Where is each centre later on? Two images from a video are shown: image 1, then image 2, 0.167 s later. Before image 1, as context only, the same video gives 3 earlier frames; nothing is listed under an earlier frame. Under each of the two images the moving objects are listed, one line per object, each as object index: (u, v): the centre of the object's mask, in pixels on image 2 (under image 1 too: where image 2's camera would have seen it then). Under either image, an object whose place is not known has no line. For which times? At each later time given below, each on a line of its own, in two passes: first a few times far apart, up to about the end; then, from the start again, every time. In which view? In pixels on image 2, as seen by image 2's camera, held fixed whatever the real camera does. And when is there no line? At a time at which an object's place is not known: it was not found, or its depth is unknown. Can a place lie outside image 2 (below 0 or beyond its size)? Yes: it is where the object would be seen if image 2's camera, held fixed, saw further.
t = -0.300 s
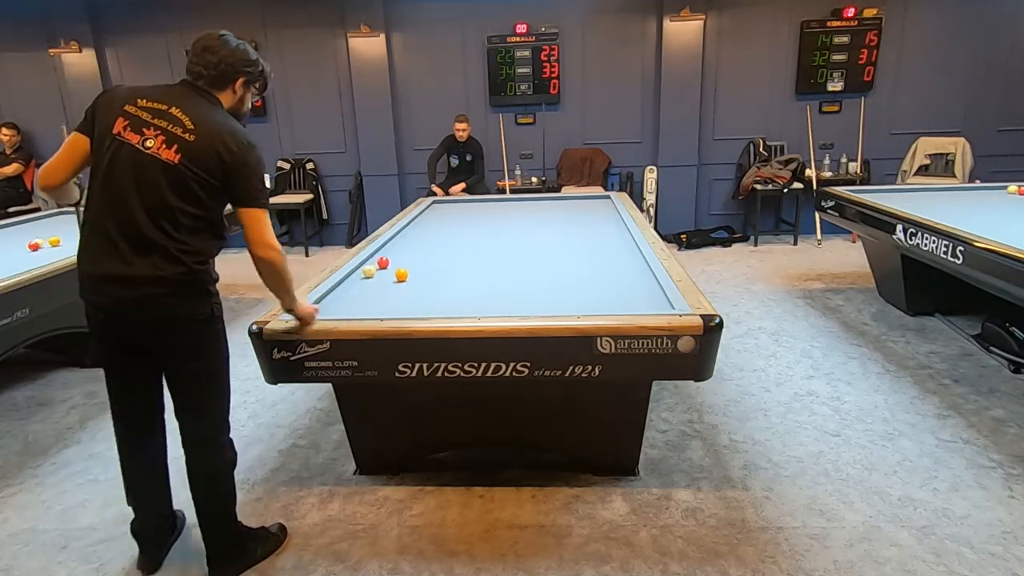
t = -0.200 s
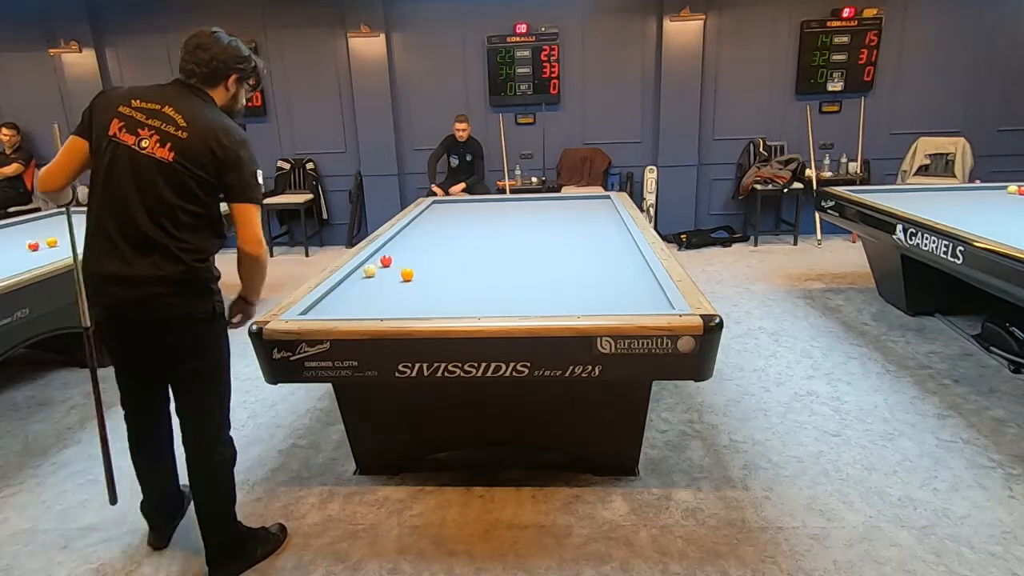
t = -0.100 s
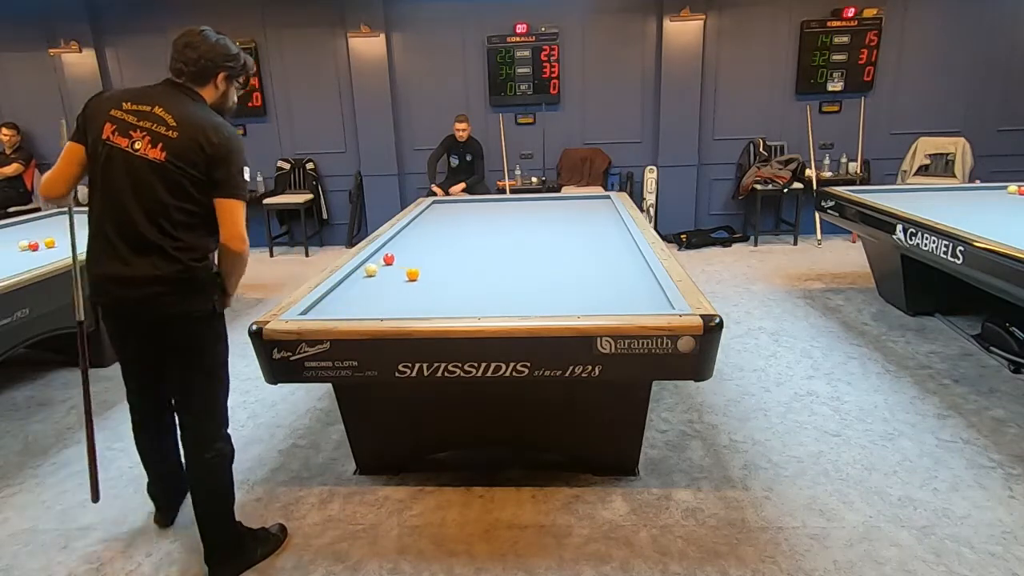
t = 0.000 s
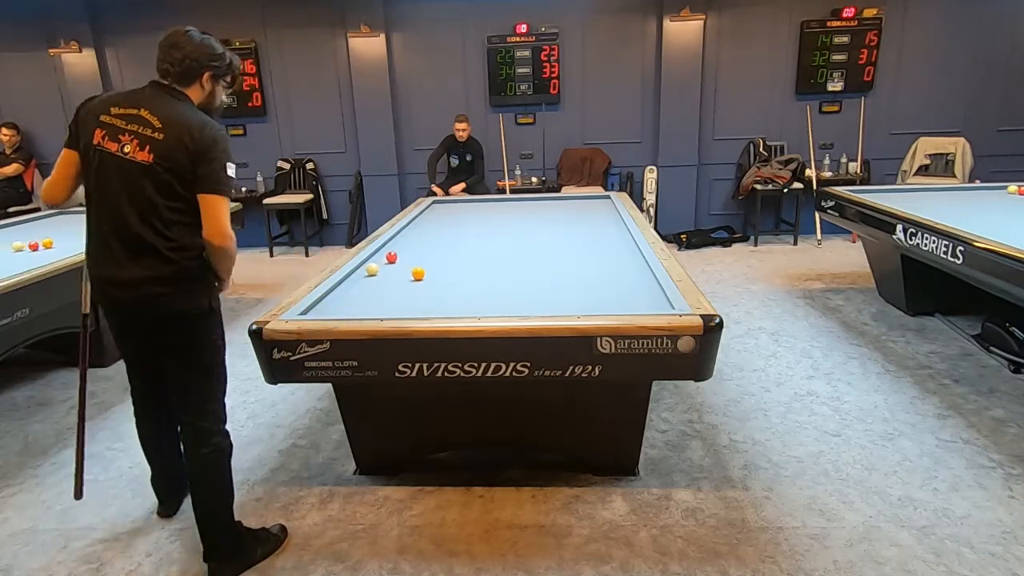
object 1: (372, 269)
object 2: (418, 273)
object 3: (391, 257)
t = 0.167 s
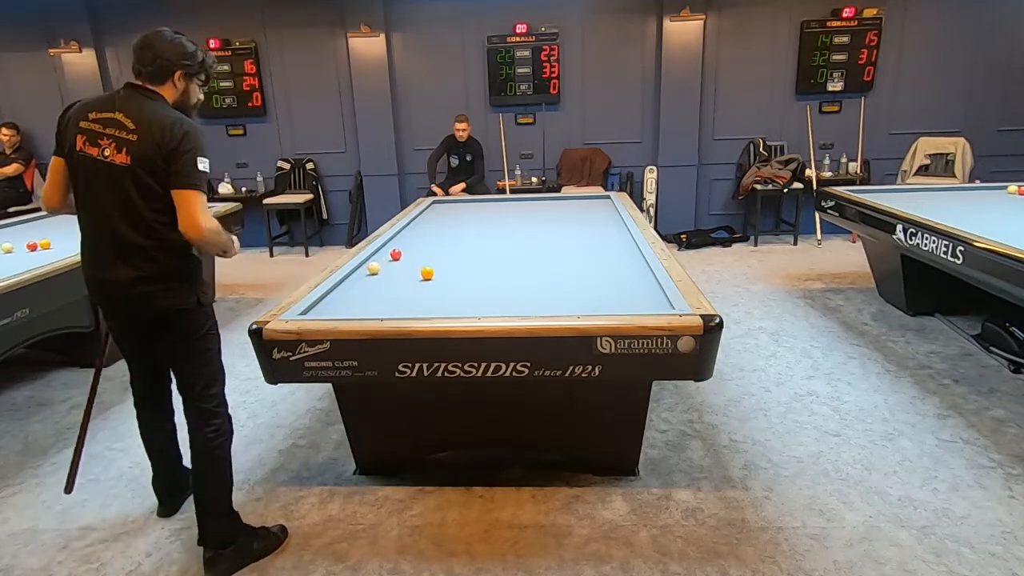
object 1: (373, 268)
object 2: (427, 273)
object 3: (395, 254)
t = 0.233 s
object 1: (374, 268)
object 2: (430, 273)
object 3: (397, 253)
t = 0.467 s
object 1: (376, 267)
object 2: (442, 272)
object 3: (402, 249)
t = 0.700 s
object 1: (378, 265)
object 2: (454, 271)
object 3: (407, 246)
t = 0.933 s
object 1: (379, 264)
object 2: (464, 270)
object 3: (412, 243)
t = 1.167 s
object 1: (381, 264)
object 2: (474, 270)
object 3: (416, 241)
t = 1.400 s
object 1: (383, 263)
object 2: (484, 269)
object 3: (419, 238)
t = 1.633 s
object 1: (384, 262)
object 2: (493, 269)
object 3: (423, 236)
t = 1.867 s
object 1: (385, 262)
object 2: (501, 268)
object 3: (426, 233)
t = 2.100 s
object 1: (386, 261)
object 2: (509, 268)
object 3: (429, 231)
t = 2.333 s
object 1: (386, 261)
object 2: (516, 268)
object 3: (432, 229)
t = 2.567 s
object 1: (387, 261)
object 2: (523, 267)
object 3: (434, 228)
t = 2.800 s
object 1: (386, 261)
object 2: (529, 267)
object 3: (436, 226)
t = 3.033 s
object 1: (386, 261)
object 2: (535, 266)
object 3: (439, 224)
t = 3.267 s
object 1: (386, 261)
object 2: (539, 266)
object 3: (441, 223)
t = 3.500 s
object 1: (386, 261)
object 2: (544, 266)
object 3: (443, 222)
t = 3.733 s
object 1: (386, 261)
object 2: (548, 266)
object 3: (444, 220)
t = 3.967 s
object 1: (386, 261)
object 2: (551, 265)
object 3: (446, 219)
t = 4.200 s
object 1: (386, 261)
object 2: (554, 265)
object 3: (447, 218)
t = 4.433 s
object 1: (386, 261)
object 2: (557, 265)
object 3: (448, 218)
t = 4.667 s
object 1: (387, 261)
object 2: (558, 265)
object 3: (449, 217)
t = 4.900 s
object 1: (387, 261)
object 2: (560, 265)
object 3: (450, 216)
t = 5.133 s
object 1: (387, 261)
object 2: (560, 265)
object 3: (451, 216)
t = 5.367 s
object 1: (387, 261)
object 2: (560, 265)
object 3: (451, 215)
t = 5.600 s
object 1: (387, 261)
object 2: (561, 265)
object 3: (452, 215)
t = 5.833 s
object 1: (387, 261)
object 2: (561, 265)
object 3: (453, 214)
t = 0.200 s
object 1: (373, 268)
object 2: (429, 273)
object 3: (396, 253)
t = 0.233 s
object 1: (374, 268)
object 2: (430, 273)
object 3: (397, 253)
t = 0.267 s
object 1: (374, 268)
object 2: (432, 272)
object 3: (398, 253)
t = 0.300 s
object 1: (374, 268)
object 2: (434, 272)
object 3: (399, 252)
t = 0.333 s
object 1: (375, 267)
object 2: (435, 272)
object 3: (399, 252)
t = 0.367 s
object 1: (375, 267)
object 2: (437, 272)
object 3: (400, 251)
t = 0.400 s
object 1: (376, 267)
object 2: (439, 272)
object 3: (401, 250)
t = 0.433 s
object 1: (376, 267)
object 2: (440, 272)
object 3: (402, 250)
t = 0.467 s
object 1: (376, 267)
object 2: (442, 272)
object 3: (402, 249)
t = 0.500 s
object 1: (377, 266)
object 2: (444, 272)
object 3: (403, 249)
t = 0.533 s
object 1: (377, 266)
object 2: (445, 272)
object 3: (404, 249)
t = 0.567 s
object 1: (377, 266)
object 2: (447, 271)
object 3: (405, 248)
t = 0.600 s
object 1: (377, 266)
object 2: (448, 272)
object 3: (405, 248)
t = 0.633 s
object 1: (377, 266)
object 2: (450, 271)
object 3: (406, 247)
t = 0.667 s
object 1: (378, 265)
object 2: (452, 271)
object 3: (406, 247)
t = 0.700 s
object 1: (378, 265)
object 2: (454, 271)
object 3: (407, 246)
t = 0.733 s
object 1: (378, 265)
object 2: (455, 271)
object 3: (408, 246)
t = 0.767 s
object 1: (378, 265)
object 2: (456, 271)
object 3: (408, 246)
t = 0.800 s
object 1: (378, 265)
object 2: (458, 271)
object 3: (409, 245)
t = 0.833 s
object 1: (379, 265)
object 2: (460, 271)
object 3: (410, 245)
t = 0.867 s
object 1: (379, 264)
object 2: (461, 271)
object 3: (410, 244)
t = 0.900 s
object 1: (379, 264)
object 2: (463, 271)
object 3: (411, 244)
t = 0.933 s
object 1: (379, 264)
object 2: (464, 270)
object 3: (412, 243)
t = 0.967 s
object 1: (380, 264)
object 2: (466, 270)
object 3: (412, 243)
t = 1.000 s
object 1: (380, 264)
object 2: (467, 270)
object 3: (413, 242)
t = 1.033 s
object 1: (380, 264)
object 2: (469, 270)
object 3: (413, 242)
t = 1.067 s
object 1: (380, 264)
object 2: (470, 270)
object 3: (414, 242)
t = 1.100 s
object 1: (381, 264)
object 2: (471, 270)
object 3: (415, 241)
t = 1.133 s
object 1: (381, 263)
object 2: (473, 270)
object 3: (415, 241)
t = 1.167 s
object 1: (381, 264)
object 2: (474, 270)
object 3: (416, 241)
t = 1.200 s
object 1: (381, 263)
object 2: (476, 270)
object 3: (416, 240)
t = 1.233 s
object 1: (382, 263)
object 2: (477, 270)
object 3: (417, 240)
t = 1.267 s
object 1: (382, 263)
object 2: (479, 270)
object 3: (417, 239)
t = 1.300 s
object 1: (382, 263)
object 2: (480, 270)
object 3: (418, 239)
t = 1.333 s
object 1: (382, 263)
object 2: (481, 270)
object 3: (418, 239)
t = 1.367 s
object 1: (382, 263)
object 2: (483, 269)
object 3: (419, 238)
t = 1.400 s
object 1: (383, 263)
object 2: (484, 269)
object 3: (419, 238)
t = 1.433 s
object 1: (383, 263)
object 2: (485, 269)
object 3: (420, 238)
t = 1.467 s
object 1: (383, 262)
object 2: (486, 269)
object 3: (420, 237)
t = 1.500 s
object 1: (383, 262)
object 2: (488, 269)
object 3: (421, 237)
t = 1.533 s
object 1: (383, 262)
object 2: (489, 269)
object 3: (421, 236)
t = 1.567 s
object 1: (384, 262)
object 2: (490, 269)
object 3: (422, 236)
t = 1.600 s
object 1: (384, 262)
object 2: (491, 269)
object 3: (422, 236)
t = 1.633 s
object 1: (384, 262)
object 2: (493, 269)
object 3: (423, 236)
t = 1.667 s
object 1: (384, 262)
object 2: (494, 269)
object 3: (423, 235)
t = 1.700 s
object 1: (384, 262)
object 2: (495, 269)
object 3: (424, 235)
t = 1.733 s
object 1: (384, 262)
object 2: (496, 269)
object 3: (424, 235)
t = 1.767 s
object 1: (385, 262)
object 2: (498, 269)
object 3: (425, 234)
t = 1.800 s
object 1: (385, 262)
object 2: (499, 269)
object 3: (425, 234)
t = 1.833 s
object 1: (385, 262)
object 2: (500, 269)
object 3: (425, 234)
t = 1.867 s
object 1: (385, 262)
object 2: (501, 268)
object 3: (426, 233)
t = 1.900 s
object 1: (385, 262)
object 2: (502, 269)
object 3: (426, 233)
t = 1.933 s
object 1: (385, 262)
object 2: (503, 268)
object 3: (427, 233)
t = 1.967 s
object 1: (385, 262)
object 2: (504, 268)
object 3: (427, 232)
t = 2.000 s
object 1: (385, 262)
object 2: (505, 268)
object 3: (427, 232)
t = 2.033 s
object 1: (386, 261)
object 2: (507, 268)
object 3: (428, 232)
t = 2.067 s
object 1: (386, 261)
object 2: (508, 268)
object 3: (428, 231)
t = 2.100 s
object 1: (386, 261)
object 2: (509, 268)
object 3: (429, 231)
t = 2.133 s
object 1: (386, 261)
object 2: (510, 268)
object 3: (429, 231)
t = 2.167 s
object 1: (386, 261)
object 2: (511, 268)
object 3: (430, 231)
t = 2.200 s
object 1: (386, 261)
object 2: (512, 268)
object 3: (430, 230)
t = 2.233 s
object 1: (386, 261)
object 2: (513, 268)
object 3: (430, 230)
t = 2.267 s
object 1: (386, 261)
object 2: (514, 268)
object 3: (431, 230)
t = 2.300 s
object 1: (386, 261)
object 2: (515, 268)
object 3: (431, 229)
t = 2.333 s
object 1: (386, 261)
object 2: (516, 268)
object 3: (432, 229)
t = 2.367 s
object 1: (387, 261)
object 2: (517, 267)
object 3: (432, 229)
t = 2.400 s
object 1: (386, 261)
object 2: (518, 267)
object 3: (432, 229)
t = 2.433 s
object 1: (387, 261)
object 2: (519, 267)
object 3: (433, 229)
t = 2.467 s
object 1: (387, 261)
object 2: (520, 267)
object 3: (433, 228)
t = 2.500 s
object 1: (387, 261)
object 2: (521, 267)
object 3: (433, 228)
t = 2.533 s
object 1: (387, 261)
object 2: (522, 267)
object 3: (434, 228)
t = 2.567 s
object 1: (387, 261)
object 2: (523, 267)
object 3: (434, 228)
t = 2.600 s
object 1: (387, 261)
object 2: (524, 267)
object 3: (435, 227)
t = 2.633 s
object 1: (387, 261)
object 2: (525, 267)
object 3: (435, 227)
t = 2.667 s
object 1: (387, 261)
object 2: (526, 267)
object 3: (435, 227)
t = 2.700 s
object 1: (386, 261)
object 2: (526, 267)
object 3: (435, 227)
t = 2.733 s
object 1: (386, 261)
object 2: (527, 267)
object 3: (436, 226)
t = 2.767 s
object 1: (386, 261)
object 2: (528, 267)
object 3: (436, 226)
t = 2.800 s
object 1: (386, 261)
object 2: (529, 267)
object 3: (436, 226)
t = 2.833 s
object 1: (386, 261)
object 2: (530, 267)
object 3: (437, 226)
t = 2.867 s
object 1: (386, 261)
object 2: (531, 267)
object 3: (437, 226)
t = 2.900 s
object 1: (386, 261)
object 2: (532, 267)
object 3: (438, 225)
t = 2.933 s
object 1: (386, 261)
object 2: (532, 266)
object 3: (438, 225)
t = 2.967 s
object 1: (386, 261)
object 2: (533, 267)
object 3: (438, 225)
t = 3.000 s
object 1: (386, 261)
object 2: (534, 266)
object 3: (439, 225)
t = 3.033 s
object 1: (386, 261)
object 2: (535, 266)
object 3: (439, 224)
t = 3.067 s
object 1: (386, 261)
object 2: (535, 266)
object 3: (439, 224)
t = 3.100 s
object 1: (386, 261)
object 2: (536, 266)
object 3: (440, 224)
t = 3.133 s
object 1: (386, 261)
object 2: (537, 266)
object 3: (440, 224)
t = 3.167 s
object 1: (386, 261)
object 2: (537, 266)
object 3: (440, 224)
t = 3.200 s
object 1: (386, 261)
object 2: (538, 266)
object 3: (440, 223)
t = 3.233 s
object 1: (386, 261)
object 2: (539, 266)
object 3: (440, 223)
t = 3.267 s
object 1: (386, 261)
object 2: (539, 266)
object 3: (441, 223)
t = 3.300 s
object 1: (386, 261)
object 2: (540, 266)
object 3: (441, 223)
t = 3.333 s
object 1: (386, 261)
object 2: (541, 266)
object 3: (441, 222)
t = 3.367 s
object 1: (386, 261)
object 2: (541, 266)
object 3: (442, 222)
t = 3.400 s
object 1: (386, 261)
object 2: (542, 266)
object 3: (442, 222)
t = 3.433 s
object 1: (386, 261)
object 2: (543, 266)
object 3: (442, 222)
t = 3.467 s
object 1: (386, 261)
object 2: (543, 266)
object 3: (442, 222)
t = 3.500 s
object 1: (386, 261)
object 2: (544, 266)
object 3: (443, 222)
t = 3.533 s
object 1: (386, 261)
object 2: (545, 266)
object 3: (443, 222)
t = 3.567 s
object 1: (386, 261)
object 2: (545, 266)
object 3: (443, 221)
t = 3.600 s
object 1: (386, 261)
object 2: (546, 266)
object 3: (444, 221)
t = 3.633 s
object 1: (386, 261)
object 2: (546, 266)
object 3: (444, 221)
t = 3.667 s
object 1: (386, 261)
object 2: (547, 266)
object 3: (444, 221)
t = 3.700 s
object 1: (386, 261)
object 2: (547, 266)
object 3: (444, 220)
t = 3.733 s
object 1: (386, 261)
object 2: (548, 266)
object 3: (444, 220)
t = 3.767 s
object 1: (386, 261)
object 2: (548, 266)
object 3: (444, 220)
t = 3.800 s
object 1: (386, 261)
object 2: (549, 266)
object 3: (445, 220)
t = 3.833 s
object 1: (386, 261)
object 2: (549, 266)
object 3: (445, 220)
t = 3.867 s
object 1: (386, 261)
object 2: (550, 265)
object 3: (445, 220)
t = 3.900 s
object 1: (386, 261)
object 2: (550, 265)
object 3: (445, 220)
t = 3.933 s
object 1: (386, 261)
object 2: (551, 265)
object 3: (446, 219)
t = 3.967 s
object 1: (386, 261)
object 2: (551, 265)
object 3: (446, 219)
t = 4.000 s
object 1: (386, 261)
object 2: (552, 266)
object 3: (446, 219)
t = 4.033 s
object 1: (386, 261)
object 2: (552, 265)
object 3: (446, 219)
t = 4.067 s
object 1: (386, 261)
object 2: (553, 266)
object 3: (447, 219)
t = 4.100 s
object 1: (386, 261)
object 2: (553, 265)
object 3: (447, 219)
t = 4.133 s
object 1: (386, 261)
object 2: (553, 266)
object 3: (447, 219)
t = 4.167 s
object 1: (386, 261)
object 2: (554, 265)
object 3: (447, 219)
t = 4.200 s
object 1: (386, 261)
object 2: (554, 265)
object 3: (447, 218)
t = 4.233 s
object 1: (386, 261)
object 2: (555, 265)
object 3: (447, 218)
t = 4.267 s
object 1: (386, 261)
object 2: (555, 265)
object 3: (447, 218)
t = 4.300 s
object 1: (386, 261)
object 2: (555, 265)
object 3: (448, 218)
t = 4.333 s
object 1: (386, 261)
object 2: (556, 265)
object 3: (448, 218)
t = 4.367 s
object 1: (386, 261)
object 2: (556, 265)
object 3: (448, 218)
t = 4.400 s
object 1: (386, 261)
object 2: (557, 265)
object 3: (448, 218)
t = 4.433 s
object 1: (386, 261)
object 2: (557, 265)
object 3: (448, 218)
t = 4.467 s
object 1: (386, 261)
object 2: (557, 265)
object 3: (448, 218)
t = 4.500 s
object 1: (387, 261)
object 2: (557, 265)
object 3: (448, 217)
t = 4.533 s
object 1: (387, 261)
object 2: (557, 265)
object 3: (448, 217)
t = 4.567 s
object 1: (387, 261)
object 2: (558, 265)
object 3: (449, 217)
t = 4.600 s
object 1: (387, 261)
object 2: (558, 265)
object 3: (449, 217)
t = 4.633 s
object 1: (387, 261)
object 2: (558, 265)
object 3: (449, 217)
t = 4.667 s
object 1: (387, 261)
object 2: (558, 265)
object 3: (449, 217)
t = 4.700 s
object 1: (387, 261)
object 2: (559, 265)
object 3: (449, 217)
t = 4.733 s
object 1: (387, 261)
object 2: (559, 265)
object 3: (449, 217)
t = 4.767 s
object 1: (387, 261)
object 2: (559, 265)
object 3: (449, 217)
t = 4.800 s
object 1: (387, 261)
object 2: (559, 265)
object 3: (449, 216)
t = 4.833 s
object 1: (387, 261)
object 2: (559, 265)
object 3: (450, 216)
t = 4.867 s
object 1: (387, 261)
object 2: (560, 265)
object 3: (450, 216)
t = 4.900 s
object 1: (387, 261)
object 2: (560, 265)
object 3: (450, 216)
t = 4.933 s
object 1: (387, 261)
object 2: (560, 265)
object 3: (450, 216)
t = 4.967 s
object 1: (387, 261)
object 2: (560, 265)
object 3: (450, 216)
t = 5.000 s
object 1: (387, 261)
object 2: (560, 265)
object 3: (450, 216)
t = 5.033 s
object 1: (387, 261)
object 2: (560, 265)
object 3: (450, 216)
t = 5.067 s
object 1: (387, 261)
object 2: (560, 265)
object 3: (450, 216)
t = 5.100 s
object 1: (387, 261)
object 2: (560, 265)
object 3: (450, 215)
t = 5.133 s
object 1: (387, 261)
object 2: (560, 265)
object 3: (451, 216)
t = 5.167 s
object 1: (387, 261)
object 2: (560, 265)
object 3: (451, 215)
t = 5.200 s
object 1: (387, 261)
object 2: (560, 265)
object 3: (451, 215)
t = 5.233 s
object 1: (387, 261)
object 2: (560, 265)
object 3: (451, 215)
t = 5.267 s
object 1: (387, 261)
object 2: (560, 265)
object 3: (451, 215)
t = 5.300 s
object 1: (387, 261)
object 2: (560, 265)
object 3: (451, 215)
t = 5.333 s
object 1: (387, 261)
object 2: (560, 265)
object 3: (451, 215)
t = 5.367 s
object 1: (387, 261)
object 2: (560, 265)
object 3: (451, 215)
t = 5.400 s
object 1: (387, 261)
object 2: (560, 265)
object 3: (451, 215)
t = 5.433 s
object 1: (387, 261)
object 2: (561, 265)
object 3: (451, 215)
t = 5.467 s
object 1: (387, 261)
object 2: (561, 265)
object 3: (452, 215)
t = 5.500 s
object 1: (387, 261)
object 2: (561, 265)
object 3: (452, 215)
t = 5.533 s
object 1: (387, 261)
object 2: (561, 265)
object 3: (452, 215)
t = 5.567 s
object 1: (387, 261)
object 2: (561, 265)
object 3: (452, 215)
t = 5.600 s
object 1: (387, 261)
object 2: (561, 265)
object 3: (452, 215)
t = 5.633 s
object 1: (387, 261)
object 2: (561, 265)
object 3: (452, 214)
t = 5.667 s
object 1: (387, 261)
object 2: (561, 265)
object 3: (452, 214)
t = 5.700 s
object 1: (387, 261)
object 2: (561, 265)
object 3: (452, 214)
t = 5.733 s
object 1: (387, 261)
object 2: (561, 266)
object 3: (452, 214)
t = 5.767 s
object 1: (387, 261)
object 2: (561, 265)
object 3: (452, 214)
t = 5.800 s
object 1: (387, 261)
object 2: (561, 265)
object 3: (452, 214)
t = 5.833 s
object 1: (387, 261)
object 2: (561, 265)
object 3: (453, 214)
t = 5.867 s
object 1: (387, 261)
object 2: (561, 265)
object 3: (453, 214)
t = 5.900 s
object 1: (387, 261)
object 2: (561, 265)
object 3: (453, 214)
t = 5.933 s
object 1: (387, 261)
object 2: (561, 265)
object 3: (453, 214)
